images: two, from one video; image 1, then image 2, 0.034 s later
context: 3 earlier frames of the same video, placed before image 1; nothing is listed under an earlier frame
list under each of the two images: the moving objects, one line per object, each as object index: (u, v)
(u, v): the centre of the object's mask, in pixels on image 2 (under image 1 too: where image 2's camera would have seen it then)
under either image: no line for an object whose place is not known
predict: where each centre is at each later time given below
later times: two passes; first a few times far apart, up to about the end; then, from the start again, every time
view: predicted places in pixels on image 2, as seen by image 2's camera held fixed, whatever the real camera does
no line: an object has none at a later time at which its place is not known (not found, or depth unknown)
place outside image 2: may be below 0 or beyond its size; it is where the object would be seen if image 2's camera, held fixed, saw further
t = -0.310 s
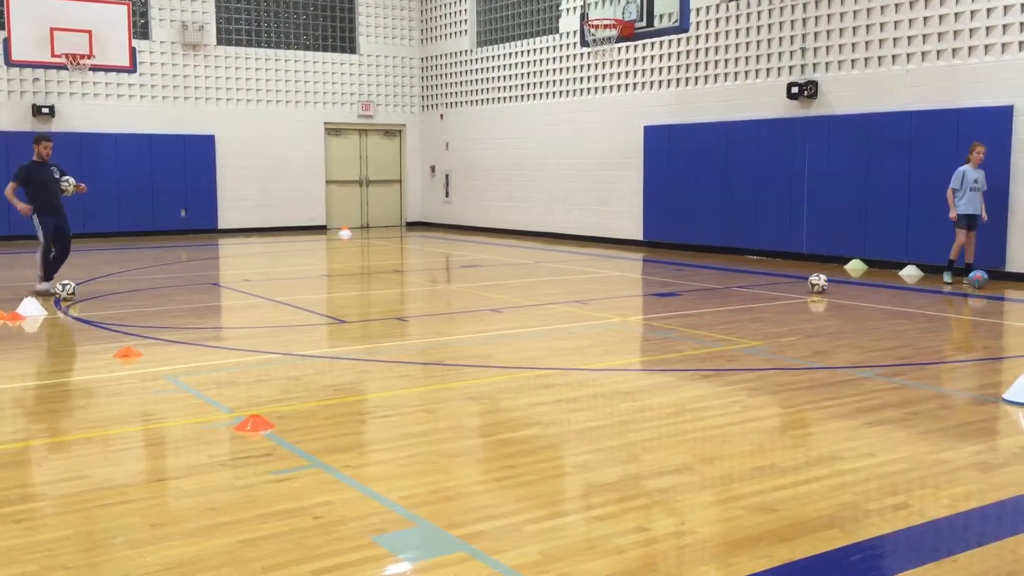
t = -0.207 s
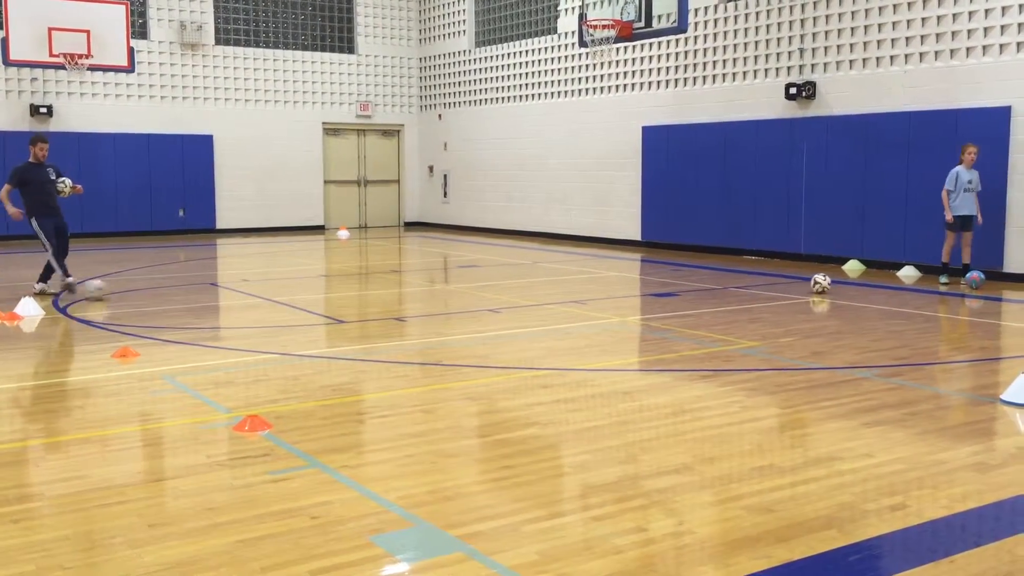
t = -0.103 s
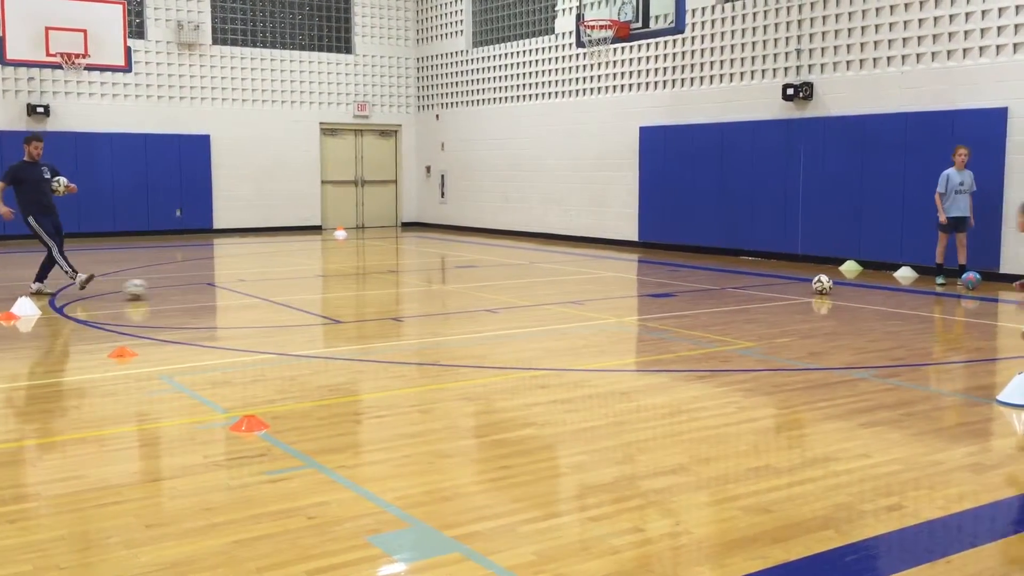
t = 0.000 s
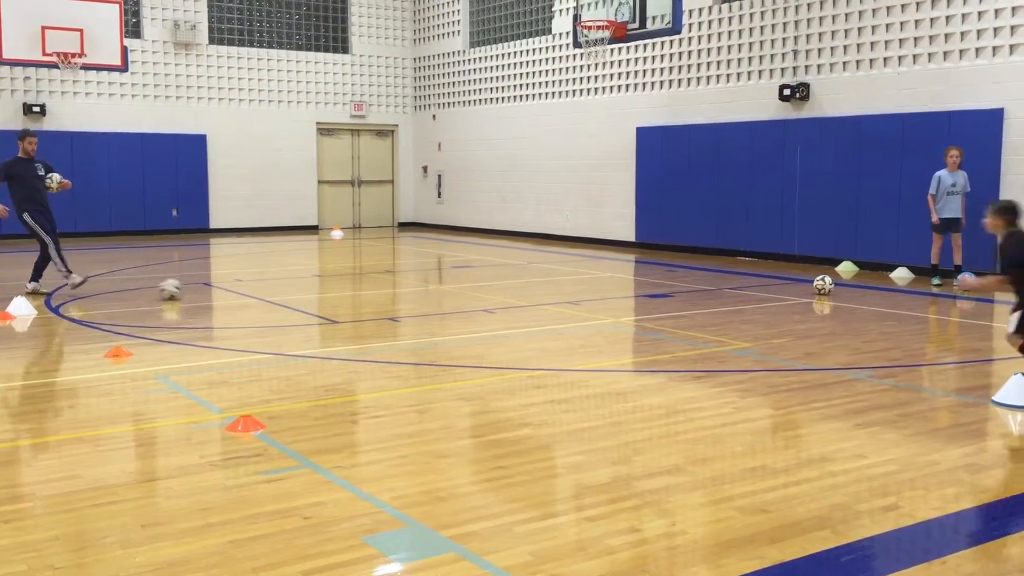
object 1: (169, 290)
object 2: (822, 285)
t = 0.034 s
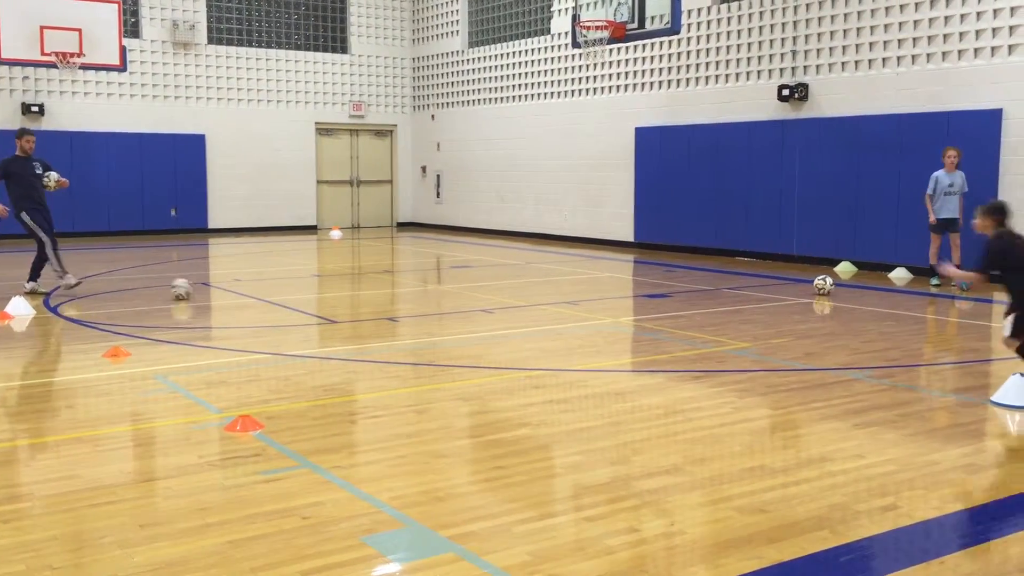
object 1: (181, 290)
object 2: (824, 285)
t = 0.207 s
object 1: (236, 290)
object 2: (830, 285)
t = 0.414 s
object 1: (297, 291)
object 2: (837, 285)
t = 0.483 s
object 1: (318, 290)
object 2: (837, 284)
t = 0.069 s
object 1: (193, 290)
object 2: (825, 285)
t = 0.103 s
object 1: (204, 290)
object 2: (826, 285)
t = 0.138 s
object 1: (214, 290)
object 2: (828, 285)
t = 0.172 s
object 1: (226, 290)
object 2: (829, 285)
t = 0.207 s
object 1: (236, 290)
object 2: (830, 285)
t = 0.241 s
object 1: (246, 289)
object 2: (831, 285)
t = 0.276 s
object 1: (256, 290)
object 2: (833, 285)
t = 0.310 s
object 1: (267, 291)
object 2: (834, 285)
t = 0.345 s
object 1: (277, 291)
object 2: (835, 285)
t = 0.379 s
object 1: (288, 292)
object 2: (836, 285)
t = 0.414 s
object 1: (297, 291)
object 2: (837, 285)
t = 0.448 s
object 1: (308, 291)
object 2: (838, 285)
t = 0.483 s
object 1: (318, 290)
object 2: (837, 284)
